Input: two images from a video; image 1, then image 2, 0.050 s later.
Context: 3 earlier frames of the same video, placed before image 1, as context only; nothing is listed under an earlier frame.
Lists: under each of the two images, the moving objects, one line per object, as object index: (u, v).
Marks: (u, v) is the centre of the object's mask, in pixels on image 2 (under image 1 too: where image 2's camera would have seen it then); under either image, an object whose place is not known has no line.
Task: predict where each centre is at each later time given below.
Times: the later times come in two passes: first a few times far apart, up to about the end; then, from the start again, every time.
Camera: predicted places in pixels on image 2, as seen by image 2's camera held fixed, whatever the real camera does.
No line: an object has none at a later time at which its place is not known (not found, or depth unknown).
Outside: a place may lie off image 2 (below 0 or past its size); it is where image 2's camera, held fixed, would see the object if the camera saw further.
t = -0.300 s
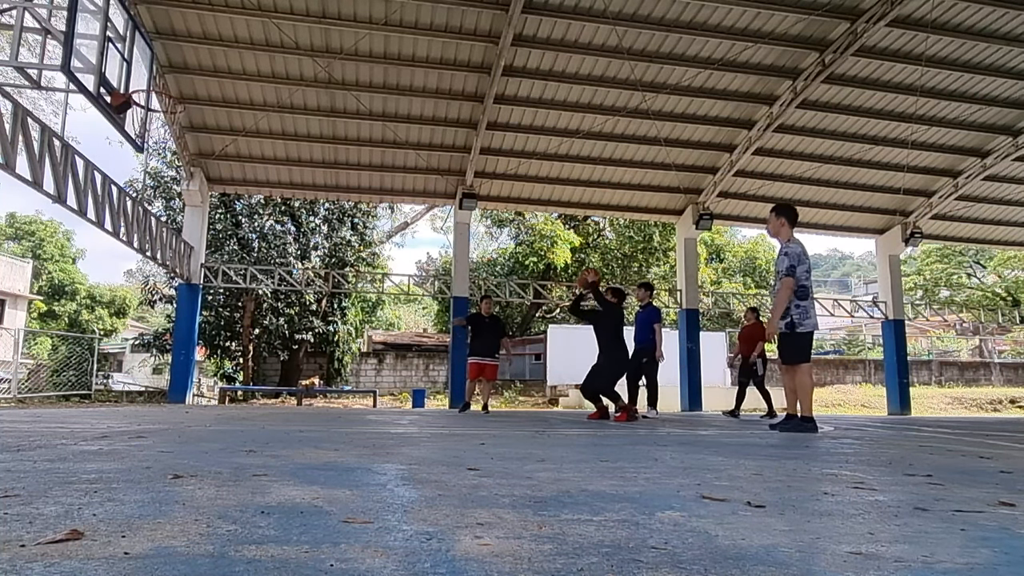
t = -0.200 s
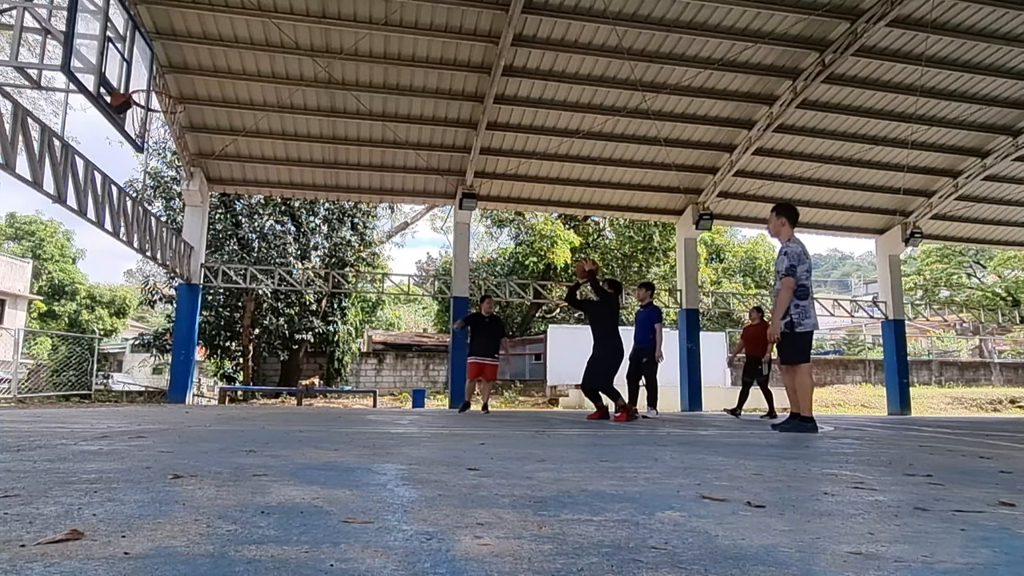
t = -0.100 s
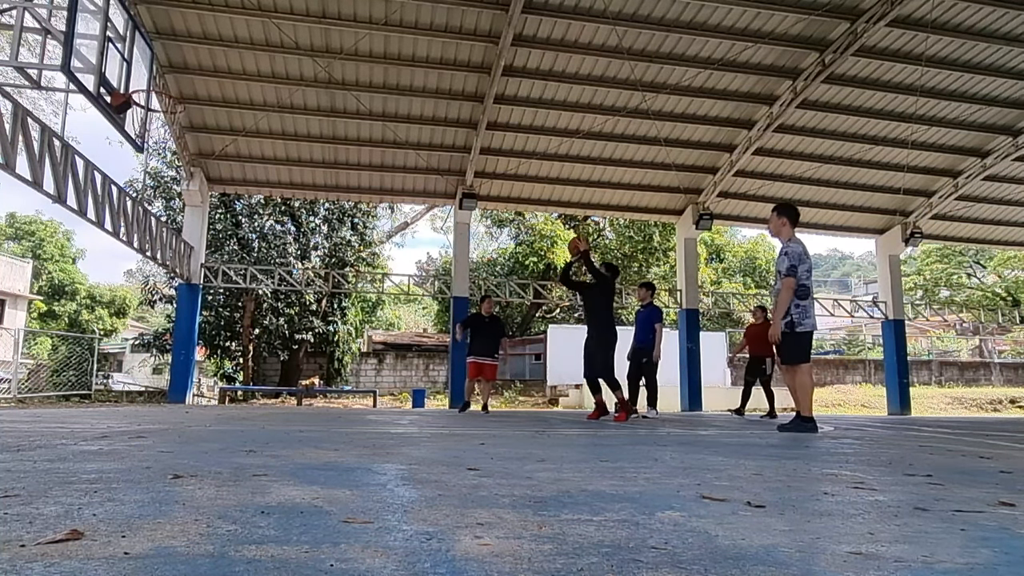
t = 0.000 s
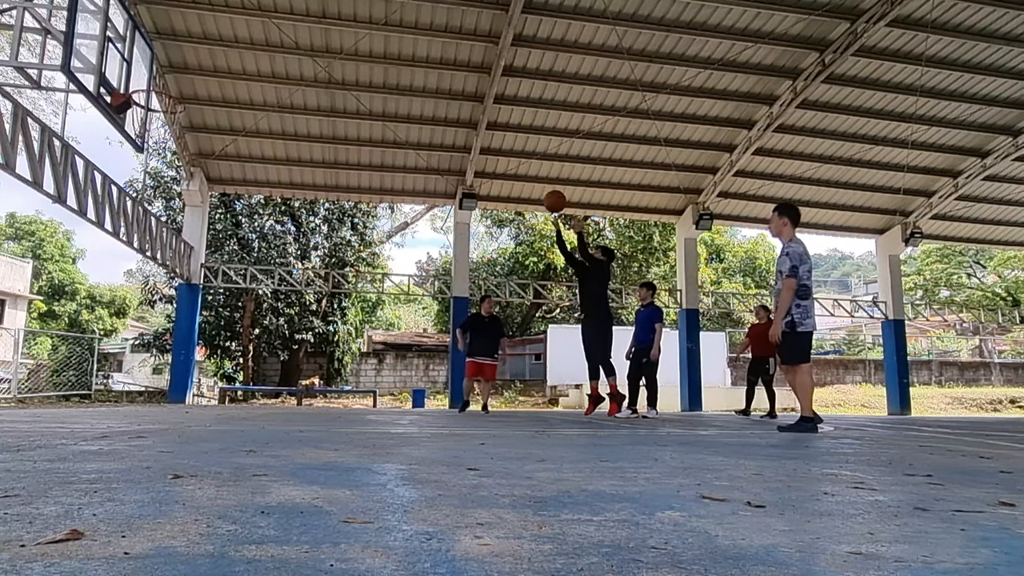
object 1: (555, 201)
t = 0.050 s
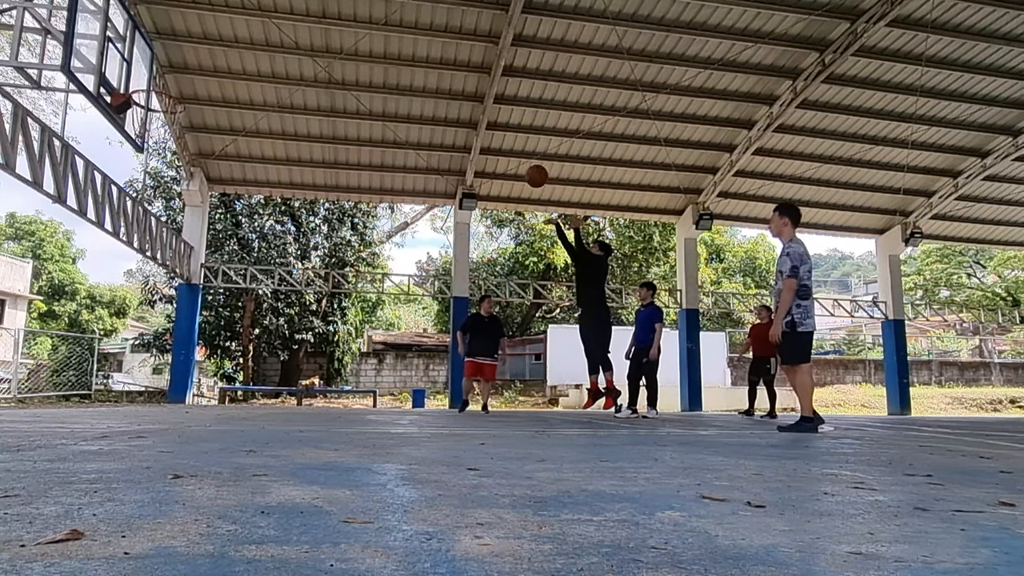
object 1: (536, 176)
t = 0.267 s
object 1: (457, 92)
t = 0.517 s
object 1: (365, 44)
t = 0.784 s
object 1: (261, 50)
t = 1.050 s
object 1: (147, 110)
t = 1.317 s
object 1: (119, 150)
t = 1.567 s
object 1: (100, 240)
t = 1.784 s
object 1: (76, 378)
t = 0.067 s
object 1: (530, 167)
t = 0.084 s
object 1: (524, 160)
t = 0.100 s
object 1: (518, 153)
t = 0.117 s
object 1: (512, 145)
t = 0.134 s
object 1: (506, 139)
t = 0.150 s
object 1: (499, 132)
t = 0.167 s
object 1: (494, 125)
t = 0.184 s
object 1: (488, 119)
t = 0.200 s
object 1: (482, 113)
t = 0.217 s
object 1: (475, 108)
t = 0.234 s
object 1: (470, 102)
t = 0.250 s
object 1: (463, 96)
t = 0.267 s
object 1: (457, 92)
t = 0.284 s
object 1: (452, 87)
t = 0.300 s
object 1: (445, 82)
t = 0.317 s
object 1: (439, 78)
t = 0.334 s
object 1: (433, 74)
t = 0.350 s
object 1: (427, 70)
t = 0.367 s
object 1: (421, 66)
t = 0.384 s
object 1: (415, 63)
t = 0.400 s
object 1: (409, 59)
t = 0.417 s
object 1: (403, 56)
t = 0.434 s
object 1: (396, 53)
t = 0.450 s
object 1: (390, 51)
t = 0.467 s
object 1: (384, 49)
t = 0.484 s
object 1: (378, 47)
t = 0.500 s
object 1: (372, 45)
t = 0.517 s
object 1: (365, 44)
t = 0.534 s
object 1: (359, 42)
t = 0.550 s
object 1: (353, 41)
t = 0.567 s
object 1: (346, 40)
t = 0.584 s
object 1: (339, 40)
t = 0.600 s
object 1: (333, 39)
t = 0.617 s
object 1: (327, 39)
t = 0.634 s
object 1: (320, 39)
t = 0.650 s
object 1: (314, 39)
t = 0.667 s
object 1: (307, 39)
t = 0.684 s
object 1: (301, 40)
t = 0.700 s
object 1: (294, 41)
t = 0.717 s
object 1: (287, 43)
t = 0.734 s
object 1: (281, 44)
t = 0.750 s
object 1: (274, 46)
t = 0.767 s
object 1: (267, 48)
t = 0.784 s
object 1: (261, 50)
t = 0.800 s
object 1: (254, 53)
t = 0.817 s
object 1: (247, 55)
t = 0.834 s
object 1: (239, 58)
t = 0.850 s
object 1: (232, 61)
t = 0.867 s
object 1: (226, 65)
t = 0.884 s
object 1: (218, 69)
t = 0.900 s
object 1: (211, 73)
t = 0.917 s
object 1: (204, 77)
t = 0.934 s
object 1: (197, 82)
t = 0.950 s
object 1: (189, 87)
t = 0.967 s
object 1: (182, 92)
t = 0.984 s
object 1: (175, 97)
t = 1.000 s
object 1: (168, 100)
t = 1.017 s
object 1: (162, 103)
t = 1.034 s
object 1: (156, 106)
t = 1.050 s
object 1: (147, 110)
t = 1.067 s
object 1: (141, 113)
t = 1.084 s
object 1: (137, 116)
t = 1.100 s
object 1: (135, 119)
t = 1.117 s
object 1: (133, 124)
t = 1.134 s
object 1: (131, 125)
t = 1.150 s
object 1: (130, 127)
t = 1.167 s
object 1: (127, 128)
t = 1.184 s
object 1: (126, 130)
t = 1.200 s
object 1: (125, 131)
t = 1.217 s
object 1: (124, 133)
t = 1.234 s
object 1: (123, 135)
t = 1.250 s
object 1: (122, 137)
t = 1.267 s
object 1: (121, 140)
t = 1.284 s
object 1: (120, 144)
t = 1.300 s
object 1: (120, 147)
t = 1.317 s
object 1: (119, 150)
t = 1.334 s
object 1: (118, 154)
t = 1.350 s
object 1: (117, 159)
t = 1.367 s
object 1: (116, 163)
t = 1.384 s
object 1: (115, 168)
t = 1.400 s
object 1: (114, 173)
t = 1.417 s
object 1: (113, 178)
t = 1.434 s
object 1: (112, 184)
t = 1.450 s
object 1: (110, 190)
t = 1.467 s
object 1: (110, 196)
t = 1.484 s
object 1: (108, 202)
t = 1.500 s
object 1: (106, 209)
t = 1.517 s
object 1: (105, 216)
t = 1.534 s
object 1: (104, 224)
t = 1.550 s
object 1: (102, 232)
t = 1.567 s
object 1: (100, 240)
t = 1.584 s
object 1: (99, 249)
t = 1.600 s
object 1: (97, 257)
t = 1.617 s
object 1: (95, 266)
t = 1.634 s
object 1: (94, 276)
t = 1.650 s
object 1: (92, 286)
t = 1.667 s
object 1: (90, 296)
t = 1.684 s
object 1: (88, 306)
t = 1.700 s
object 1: (86, 317)
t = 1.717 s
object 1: (84, 328)
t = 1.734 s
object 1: (83, 340)
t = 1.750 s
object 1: (80, 351)
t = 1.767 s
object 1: (78, 365)
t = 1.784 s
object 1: (76, 378)
